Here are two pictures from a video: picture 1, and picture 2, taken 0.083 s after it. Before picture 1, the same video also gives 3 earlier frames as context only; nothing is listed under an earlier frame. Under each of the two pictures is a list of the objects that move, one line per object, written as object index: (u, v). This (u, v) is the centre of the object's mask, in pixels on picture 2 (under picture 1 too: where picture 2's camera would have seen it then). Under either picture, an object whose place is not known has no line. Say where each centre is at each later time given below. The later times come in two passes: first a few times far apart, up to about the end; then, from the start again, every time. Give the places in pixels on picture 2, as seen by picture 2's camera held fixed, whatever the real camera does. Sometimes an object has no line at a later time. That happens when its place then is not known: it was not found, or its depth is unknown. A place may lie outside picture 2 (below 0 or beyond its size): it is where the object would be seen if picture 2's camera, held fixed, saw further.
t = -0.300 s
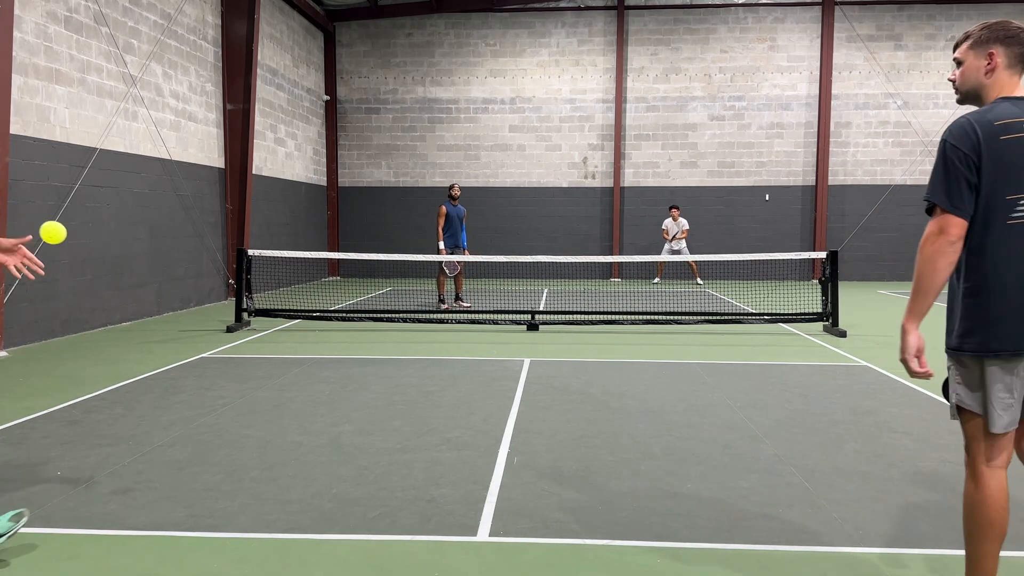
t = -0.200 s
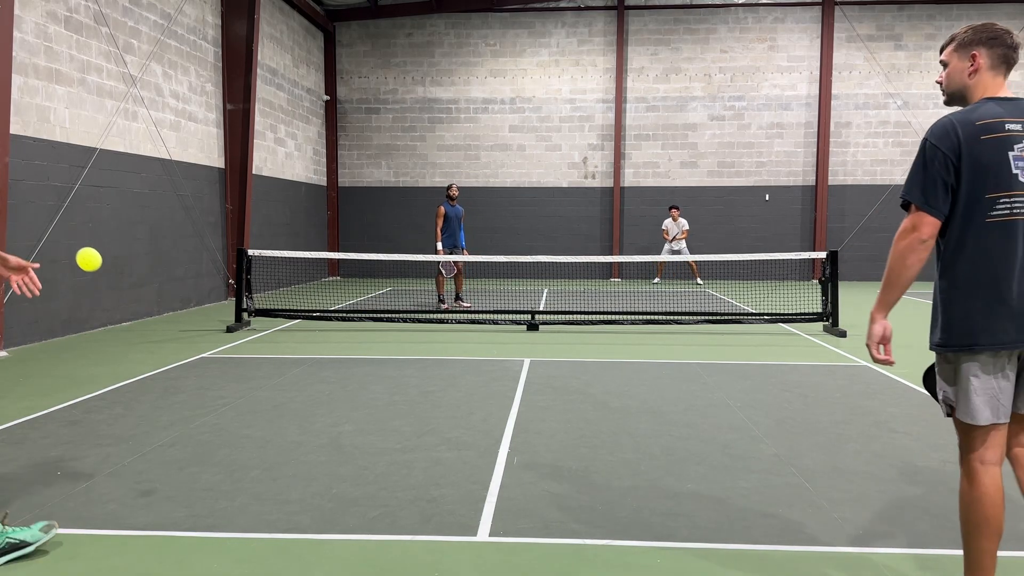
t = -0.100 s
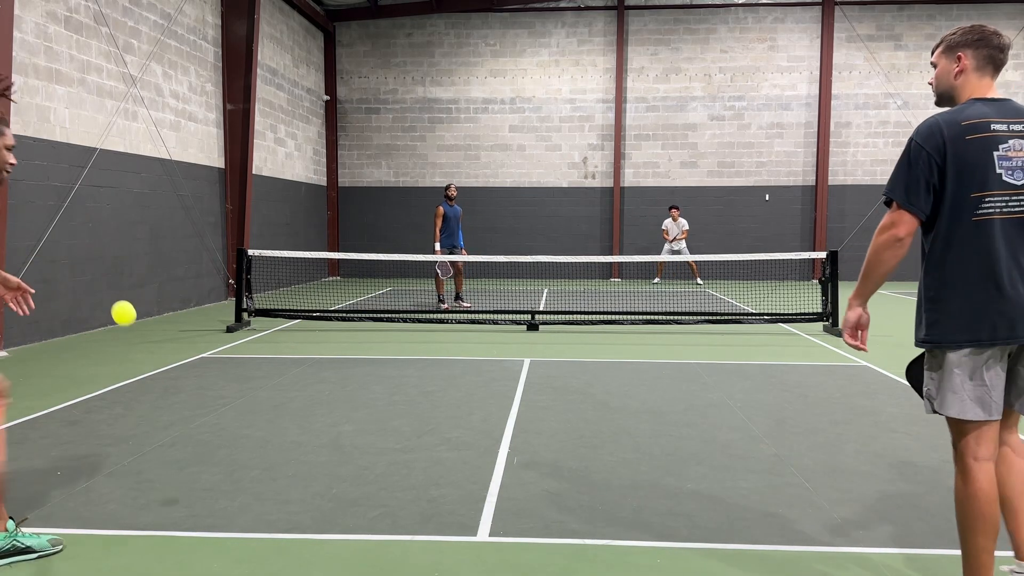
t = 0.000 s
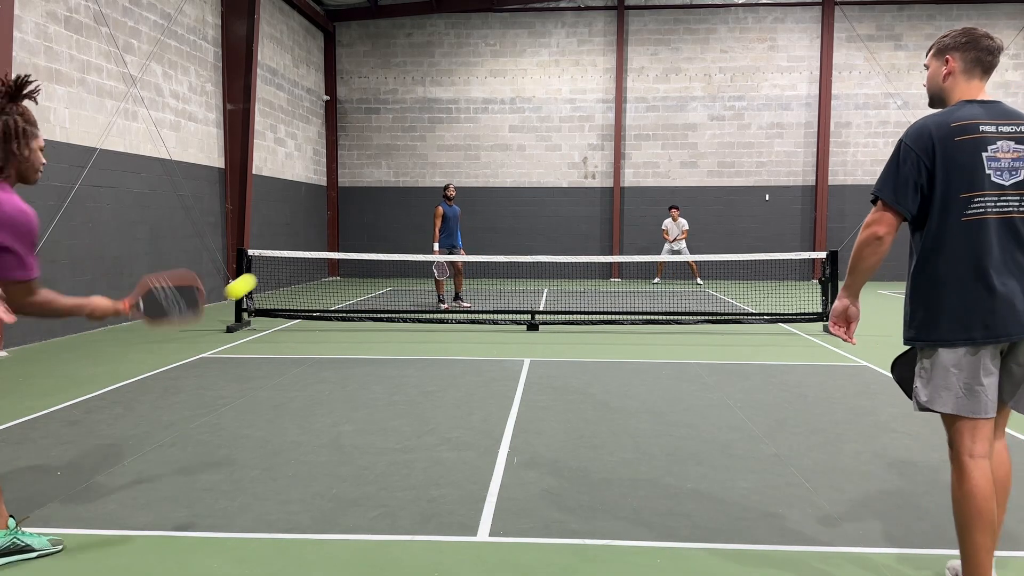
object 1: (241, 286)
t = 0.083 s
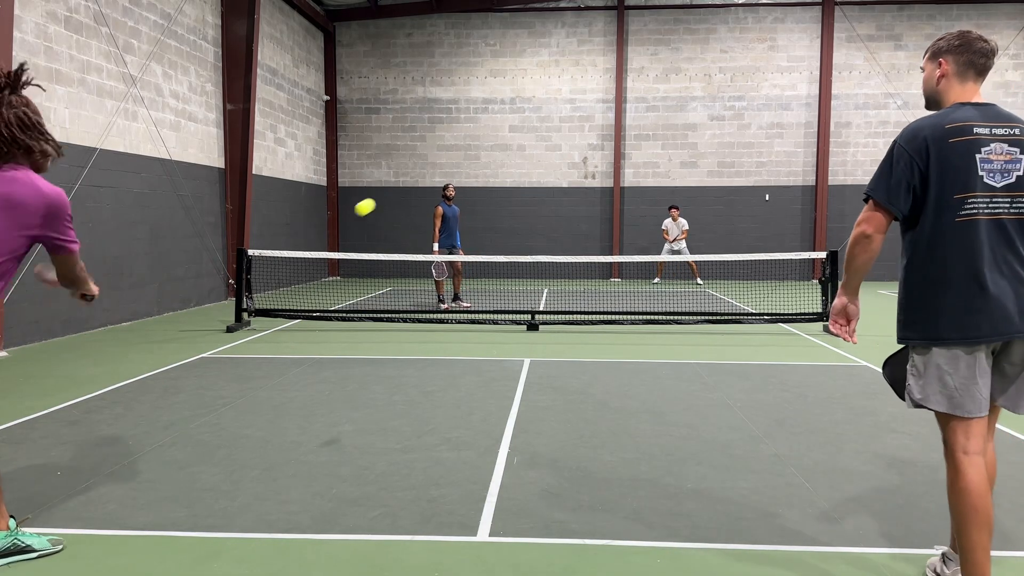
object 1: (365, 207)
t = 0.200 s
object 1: (461, 163)
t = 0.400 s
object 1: (548, 159)
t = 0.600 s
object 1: (596, 191)
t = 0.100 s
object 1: (383, 197)
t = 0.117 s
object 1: (399, 189)
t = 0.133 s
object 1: (413, 182)
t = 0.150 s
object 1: (427, 176)
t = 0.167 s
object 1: (439, 171)
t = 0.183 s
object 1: (451, 166)
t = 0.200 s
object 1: (461, 163)
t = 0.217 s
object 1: (471, 160)
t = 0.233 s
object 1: (480, 158)
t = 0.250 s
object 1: (489, 156)
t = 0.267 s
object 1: (497, 155)
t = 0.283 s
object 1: (505, 154)
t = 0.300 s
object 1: (512, 154)
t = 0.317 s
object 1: (519, 154)
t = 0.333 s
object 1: (525, 154)
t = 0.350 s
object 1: (532, 155)
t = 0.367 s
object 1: (537, 156)
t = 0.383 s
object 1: (543, 157)
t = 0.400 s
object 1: (548, 159)
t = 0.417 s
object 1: (553, 160)
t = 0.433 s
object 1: (558, 162)
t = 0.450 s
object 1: (563, 165)
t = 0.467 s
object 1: (567, 167)
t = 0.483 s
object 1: (571, 169)
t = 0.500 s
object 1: (575, 172)
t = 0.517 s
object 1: (579, 175)
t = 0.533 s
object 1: (583, 178)
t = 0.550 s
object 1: (586, 181)
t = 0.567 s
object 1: (590, 184)
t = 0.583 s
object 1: (593, 187)
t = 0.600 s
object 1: (596, 191)
